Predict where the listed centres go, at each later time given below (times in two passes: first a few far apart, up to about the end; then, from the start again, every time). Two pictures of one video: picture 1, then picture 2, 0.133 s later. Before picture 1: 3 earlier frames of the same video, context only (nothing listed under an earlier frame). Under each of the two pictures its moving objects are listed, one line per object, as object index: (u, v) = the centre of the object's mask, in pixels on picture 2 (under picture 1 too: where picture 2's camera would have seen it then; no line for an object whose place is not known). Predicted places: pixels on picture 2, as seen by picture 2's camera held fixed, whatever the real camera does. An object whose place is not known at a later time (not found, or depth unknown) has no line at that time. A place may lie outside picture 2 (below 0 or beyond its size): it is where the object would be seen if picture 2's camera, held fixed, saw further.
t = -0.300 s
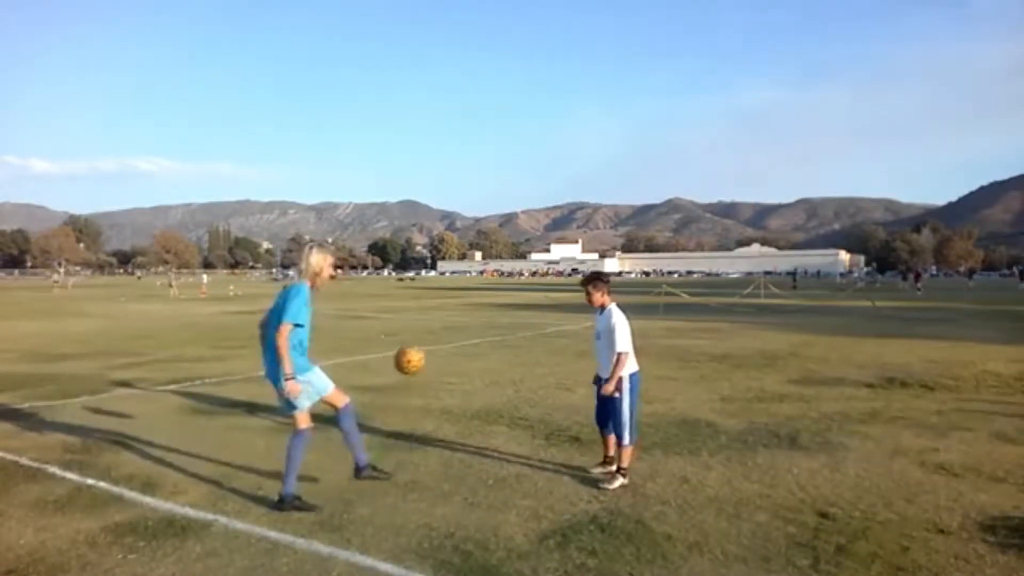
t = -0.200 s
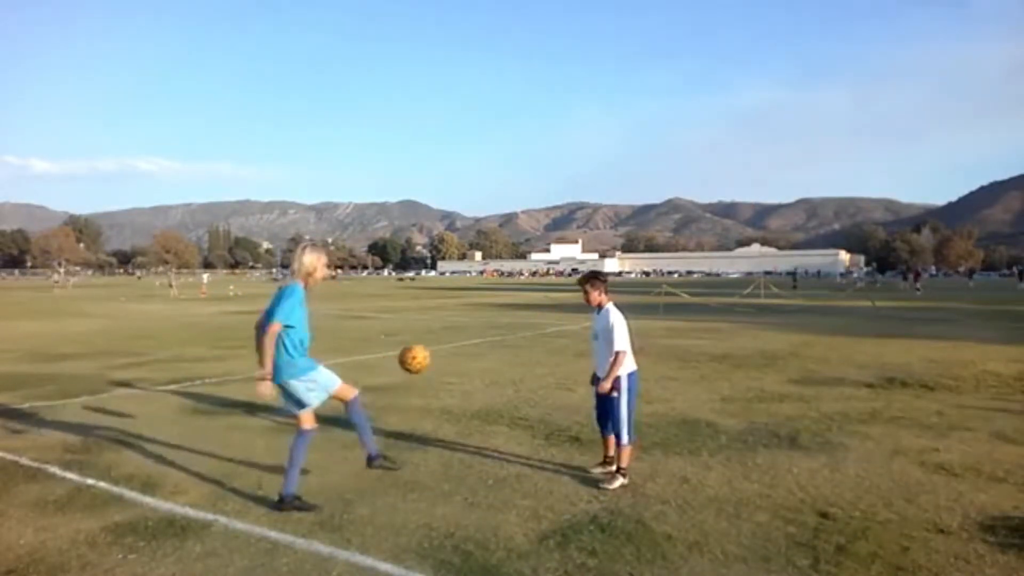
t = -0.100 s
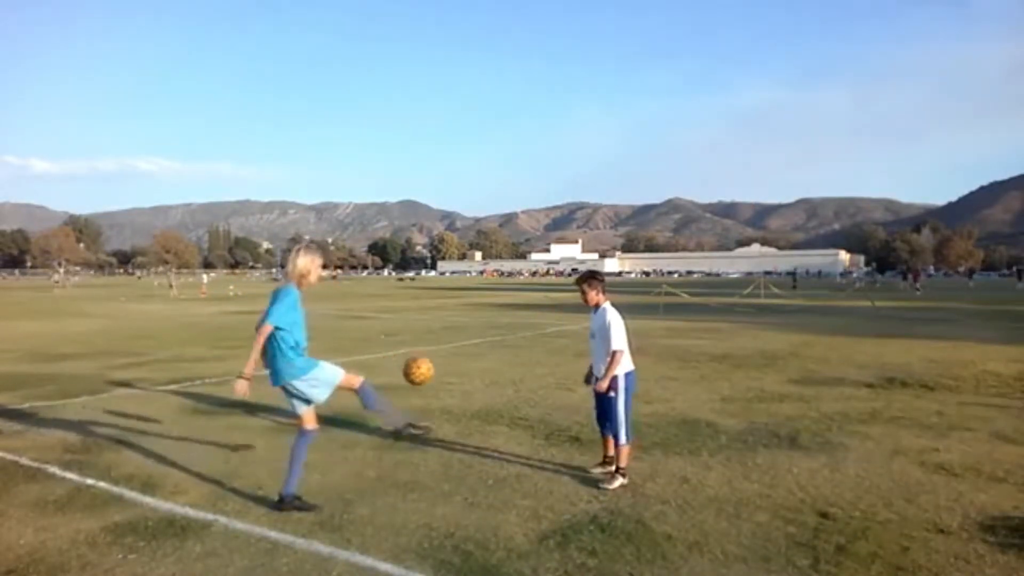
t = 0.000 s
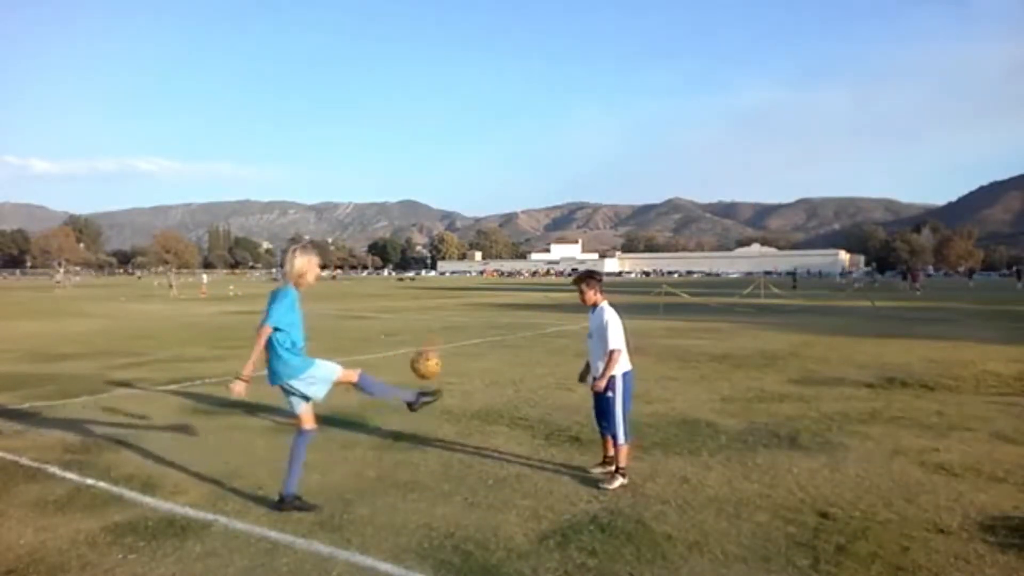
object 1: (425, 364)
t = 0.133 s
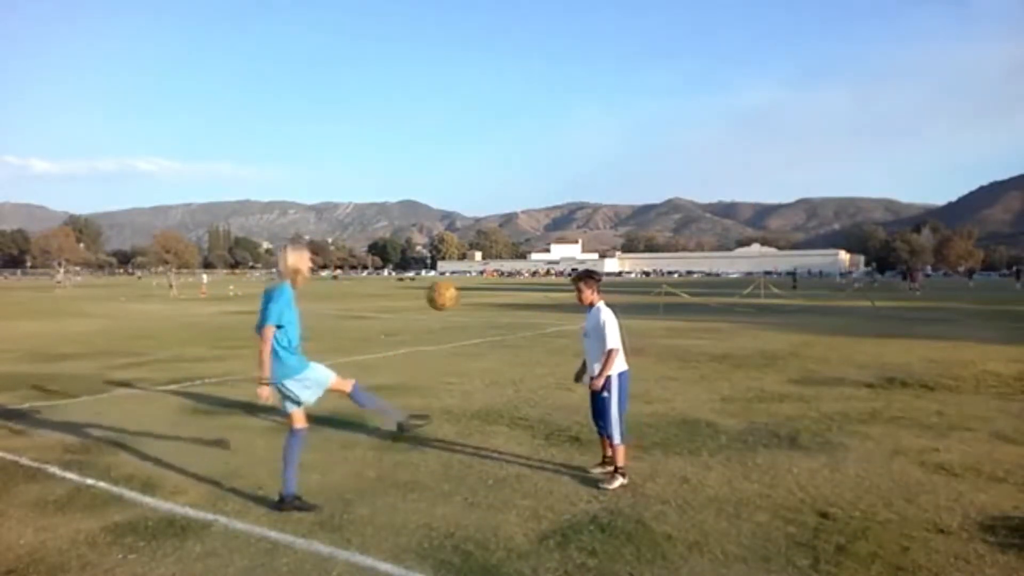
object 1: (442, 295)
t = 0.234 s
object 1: (453, 258)
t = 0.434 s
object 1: (474, 227)
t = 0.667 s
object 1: (500, 256)
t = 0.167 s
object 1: (446, 282)
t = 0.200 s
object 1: (448, 270)
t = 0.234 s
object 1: (453, 258)
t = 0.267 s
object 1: (456, 249)
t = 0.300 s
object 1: (460, 243)
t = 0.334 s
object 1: (464, 237)
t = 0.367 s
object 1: (467, 232)
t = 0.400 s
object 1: (471, 229)
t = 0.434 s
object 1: (474, 227)
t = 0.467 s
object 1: (477, 226)
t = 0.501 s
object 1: (481, 227)
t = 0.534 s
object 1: (484, 230)
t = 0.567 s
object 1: (488, 233)
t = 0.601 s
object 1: (494, 239)
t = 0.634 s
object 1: (497, 247)
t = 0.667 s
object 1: (500, 256)
